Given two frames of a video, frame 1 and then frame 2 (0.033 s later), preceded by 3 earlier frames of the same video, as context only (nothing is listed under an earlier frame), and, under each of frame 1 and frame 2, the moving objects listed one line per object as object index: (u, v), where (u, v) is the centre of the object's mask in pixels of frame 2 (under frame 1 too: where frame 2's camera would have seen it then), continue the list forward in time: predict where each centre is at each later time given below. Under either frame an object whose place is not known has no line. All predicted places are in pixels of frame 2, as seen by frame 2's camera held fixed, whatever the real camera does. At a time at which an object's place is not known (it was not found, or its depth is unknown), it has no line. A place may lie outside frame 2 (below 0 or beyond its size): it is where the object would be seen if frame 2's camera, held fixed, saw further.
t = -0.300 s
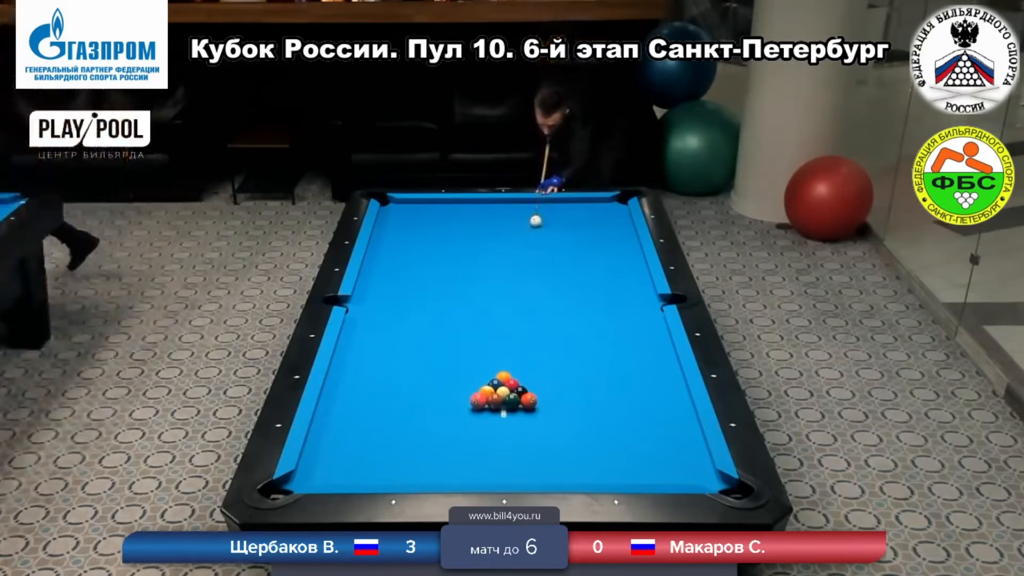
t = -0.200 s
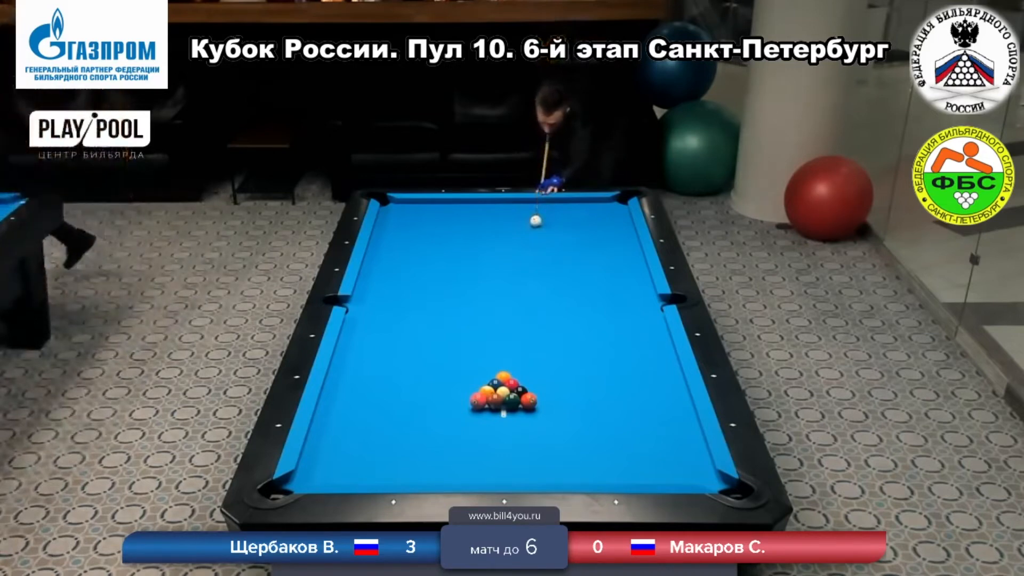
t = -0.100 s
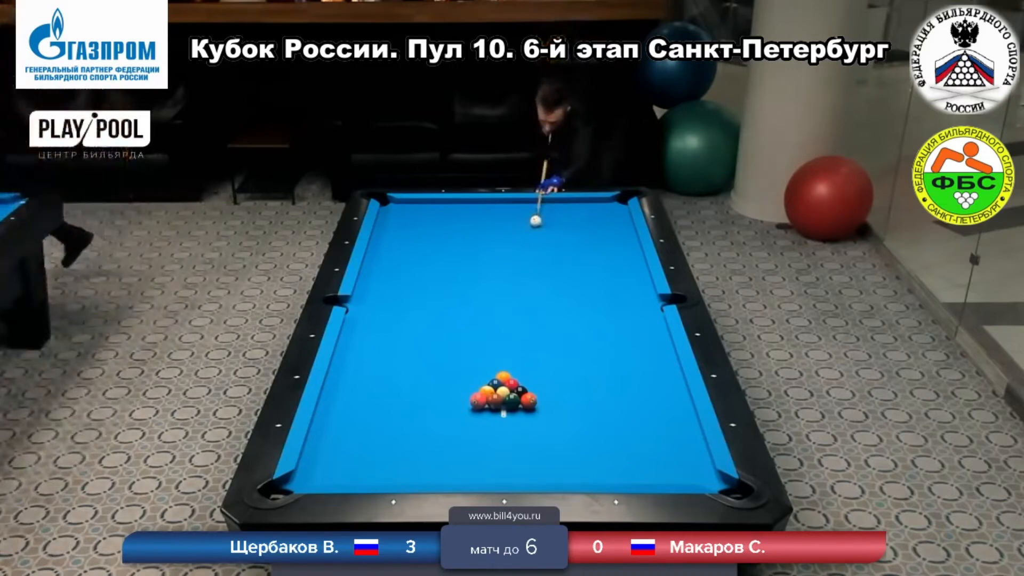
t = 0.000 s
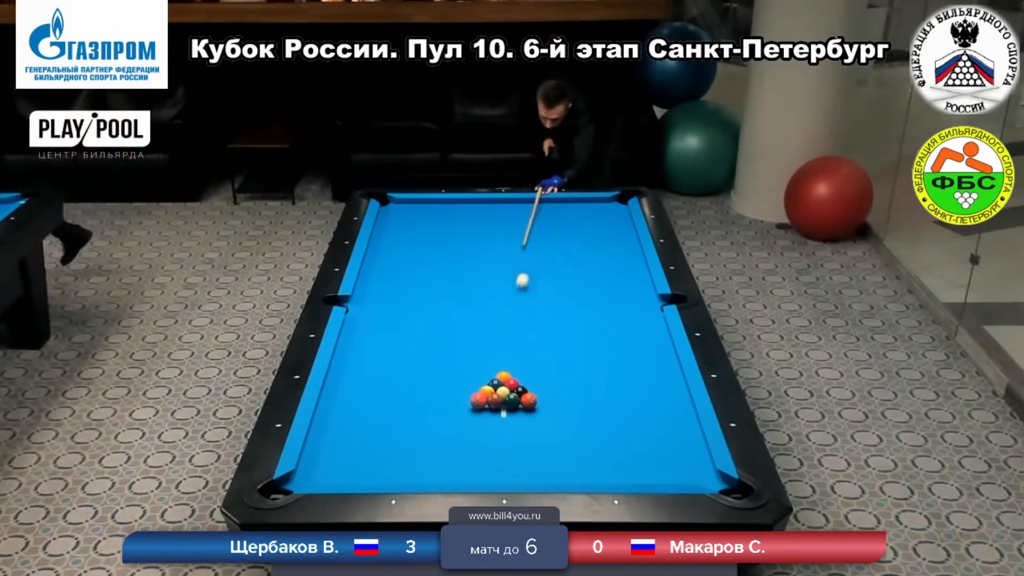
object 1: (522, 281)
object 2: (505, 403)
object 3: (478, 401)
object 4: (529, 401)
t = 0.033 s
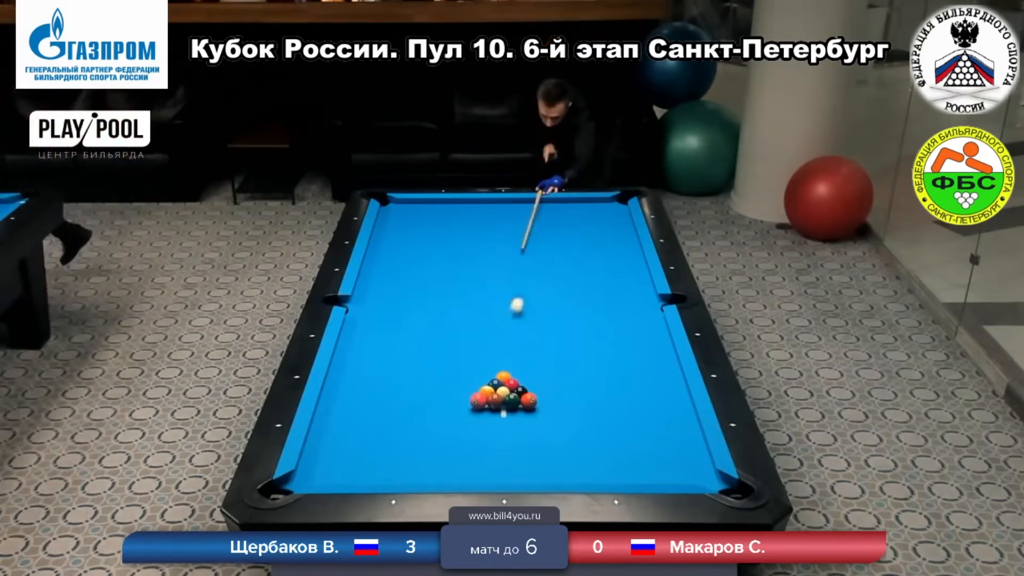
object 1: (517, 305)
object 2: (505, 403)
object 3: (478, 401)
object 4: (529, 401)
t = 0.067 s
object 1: (511, 335)
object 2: (505, 403)
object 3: (478, 401)
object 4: (529, 401)
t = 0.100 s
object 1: (504, 365)
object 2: (505, 403)
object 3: (478, 401)
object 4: (529, 401)
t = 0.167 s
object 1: (490, 358)
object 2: (514, 419)
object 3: (436, 437)
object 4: (569, 435)
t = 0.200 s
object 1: (484, 356)
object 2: (516, 428)
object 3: (412, 456)
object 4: (591, 454)
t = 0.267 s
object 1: (472, 349)
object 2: (519, 445)
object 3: (373, 474)
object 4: (630, 475)
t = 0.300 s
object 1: (466, 346)
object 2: (521, 453)
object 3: (365, 462)
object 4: (638, 464)
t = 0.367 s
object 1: (454, 340)
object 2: (523, 468)
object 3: (350, 438)
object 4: (652, 439)
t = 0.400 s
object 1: (448, 337)
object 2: (525, 474)
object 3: (343, 426)
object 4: (658, 429)
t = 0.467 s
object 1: (437, 332)
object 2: (526, 474)
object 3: (331, 407)
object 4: (670, 409)
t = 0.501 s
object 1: (432, 330)
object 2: (527, 471)
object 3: (326, 398)
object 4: (675, 400)
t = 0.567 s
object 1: (421, 328)
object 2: (528, 461)
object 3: (342, 382)
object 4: (676, 384)
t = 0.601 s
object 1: (416, 327)
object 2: (529, 457)
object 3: (350, 375)
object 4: (668, 377)
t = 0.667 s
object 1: (406, 326)
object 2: (530, 449)
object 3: (362, 362)
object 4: (656, 365)
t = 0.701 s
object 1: (401, 326)
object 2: (531, 445)
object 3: (368, 355)
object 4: (650, 358)
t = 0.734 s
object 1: (396, 325)
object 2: (531, 441)
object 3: (374, 349)
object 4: (644, 352)
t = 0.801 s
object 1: (386, 324)
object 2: (532, 433)
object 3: (386, 338)
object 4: (633, 341)
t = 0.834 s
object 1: (380, 326)
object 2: (533, 430)
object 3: (391, 332)
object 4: (627, 335)
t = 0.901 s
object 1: (371, 327)
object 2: (534, 423)
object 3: (402, 321)
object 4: (618, 324)
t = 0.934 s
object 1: (366, 327)
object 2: (534, 419)
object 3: (407, 316)
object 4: (612, 319)
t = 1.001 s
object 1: (357, 328)
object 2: (535, 412)
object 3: (416, 305)
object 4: (603, 309)
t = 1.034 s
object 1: (352, 328)
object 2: (535, 409)
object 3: (421, 300)
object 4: (598, 304)
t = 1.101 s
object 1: (350, 329)
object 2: (536, 402)
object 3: (430, 291)
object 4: (589, 295)
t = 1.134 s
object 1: (353, 330)
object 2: (536, 399)
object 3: (435, 286)
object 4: (585, 290)
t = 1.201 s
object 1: (358, 331)
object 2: (537, 393)
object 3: (443, 277)
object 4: (577, 281)
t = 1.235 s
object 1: (360, 332)
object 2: (537, 390)
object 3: (447, 273)
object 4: (573, 277)
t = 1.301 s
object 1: (364, 333)
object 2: (538, 384)
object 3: (455, 264)
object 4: (565, 269)
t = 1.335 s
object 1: (367, 334)
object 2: (539, 381)
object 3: (459, 260)
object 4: (562, 265)
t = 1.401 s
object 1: (371, 335)
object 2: (539, 376)
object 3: (467, 252)
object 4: (555, 257)
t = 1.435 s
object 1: (373, 336)
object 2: (539, 373)
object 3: (470, 248)
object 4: (551, 253)
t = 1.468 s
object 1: (375, 337)
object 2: (540, 370)
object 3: (474, 245)
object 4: (548, 250)
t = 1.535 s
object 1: (379, 338)
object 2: (540, 365)
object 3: (481, 238)
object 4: (541, 242)
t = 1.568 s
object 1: (382, 339)
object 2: (541, 362)
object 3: (484, 234)
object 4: (538, 238)
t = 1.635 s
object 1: (386, 340)
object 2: (541, 357)
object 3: (490, 226)
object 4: (531, 232)
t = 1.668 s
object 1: (388, 341)
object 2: (542, 354)
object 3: (494, 223)
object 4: (528, 229)
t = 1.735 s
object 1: (392, 342)
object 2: (542, 349)
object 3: (500, 216)
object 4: (522, 222)
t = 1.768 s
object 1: (394, 343)
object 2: (542, 347)
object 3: (503, 213)
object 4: (520, 219)
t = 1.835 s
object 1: (398, 344)
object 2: (543, 342)
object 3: (508, 206)
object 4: (515, 213)
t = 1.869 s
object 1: (400, 345)
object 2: (543, 340)
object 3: (511, 201)
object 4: (511, 210)
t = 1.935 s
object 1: (404, 346)
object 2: (543, 336)
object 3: (519, 202)
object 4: (506, 204)
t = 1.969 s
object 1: (406, 346)
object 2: (544, 333)
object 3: (524, 204)
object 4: (503, 201)
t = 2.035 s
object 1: (410, 348)
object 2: (544, 329)
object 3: (534, 209)
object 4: (494, 204)
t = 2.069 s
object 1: (412, 348)
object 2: (544, 327)
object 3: (539, 210)
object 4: (490, 206)
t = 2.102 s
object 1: (414, 349)
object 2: (545, 325)
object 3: (544, 212)
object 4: (485, 208)
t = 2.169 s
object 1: (418, 350)
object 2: (545, 321)
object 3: (554, 215)
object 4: (476, 212)
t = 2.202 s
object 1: (419, 351)
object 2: (545, 318)
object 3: (559, 217)
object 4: (472, 213)
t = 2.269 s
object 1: (423, 351)
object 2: (546, 314)
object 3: (569, 220)
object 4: (463, 216)
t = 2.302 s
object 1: (425, 352)
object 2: (546, 313)
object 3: (574, 222)
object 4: (458, 218)
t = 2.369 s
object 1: (428, 352)
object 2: (546, 309)
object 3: (585, 225)
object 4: (449, 221)
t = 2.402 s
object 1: (430, 352)
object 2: (547, 307)
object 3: (590, 226)
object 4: (444, 223)
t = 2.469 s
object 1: (434, 353)
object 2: (547, 303)
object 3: (600, 230)
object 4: (435, 226)
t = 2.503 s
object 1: (435, 353)
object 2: (547, 301)
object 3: (606, 232)
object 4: (430, 228)
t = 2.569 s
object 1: (439, 353)
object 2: (548, 298)
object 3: (617, 235)
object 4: (420, 231)
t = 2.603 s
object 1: (440, 352)
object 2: (548, 296)
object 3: (622, 237)
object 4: (415, 233)
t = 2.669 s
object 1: (444, 352)
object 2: (548, 293)
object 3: (633, 240)
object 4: (405, 236)
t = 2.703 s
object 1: (445, 352)
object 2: (548, 291)
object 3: (633, 242)
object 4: (401, 238)
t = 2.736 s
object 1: (447, 352)
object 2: (548, 289)
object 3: (629, 244)
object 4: (396, 239)
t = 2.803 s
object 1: (450, 352)
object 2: (549, 286)
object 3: (624, 247)
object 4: (386, 243)
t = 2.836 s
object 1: (451, 353)
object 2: (549, 284)
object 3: (622, 249)
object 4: (381, 244)
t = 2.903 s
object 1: (454, 352)
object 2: (550, 281)
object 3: (617, 253)
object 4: (372, 248)
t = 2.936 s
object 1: (456, 352)
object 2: (550, 280)
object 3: (615, 254)
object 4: (375, 249)
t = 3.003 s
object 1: (458, 352)
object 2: (550, 277)
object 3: (610, 258)
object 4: (380, 253)
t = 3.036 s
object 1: (460, 352)
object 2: (550, 275)
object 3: (608, 260)
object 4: (382, 254)
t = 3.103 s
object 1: (463, 352)
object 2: (551, 272)
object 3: (603, 263)
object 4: (386, 258)
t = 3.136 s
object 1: (464, 352)
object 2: (550, 271)
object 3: (601, 265)
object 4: (389, 259)
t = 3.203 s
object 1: (467, 352)
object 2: (551, 268)
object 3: (596, 269)
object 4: (393, 262)
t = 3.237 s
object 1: (468, 352)
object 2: (551, 267)
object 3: (593, 270)
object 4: (395, 264)
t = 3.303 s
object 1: (470, 352)
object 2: (551, 263)
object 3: (588, 274)
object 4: (399, 268)
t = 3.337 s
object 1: (472, 352)
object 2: (551, 262)
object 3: (586, 276)
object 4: (401, 269)
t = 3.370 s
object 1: (473, 352)
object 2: (552, 261)
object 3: (584, 277)
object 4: (404, 271)
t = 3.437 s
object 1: (475, 352)
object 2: (552, 259)
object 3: (578, 281)
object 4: (408, 274)
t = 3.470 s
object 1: (476, 352)
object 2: (552, 257)
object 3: (576, 283)
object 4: (411, 276)
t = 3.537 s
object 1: (478, 352)
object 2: (553, 255)
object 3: (571, 287)
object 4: (415, 279)
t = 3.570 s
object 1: (479, 352)
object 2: (553, 253)
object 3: (568, 289)
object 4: (417, 281)
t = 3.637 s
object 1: (481, 352)
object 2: (553, 251)
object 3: (563, 293)
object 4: (421, 284)
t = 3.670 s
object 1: (482, 352)
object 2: (553, 250)
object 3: (560, 295)
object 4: (424, 286)
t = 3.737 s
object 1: (484, 352)
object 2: (554, 248)
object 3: (556, 298)
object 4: (428, 289)
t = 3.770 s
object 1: (485, 352)
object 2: (554, 246)
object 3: (553, 300)
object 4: (431, 291)
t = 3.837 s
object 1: (487, 351)
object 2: (554, 244)
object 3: (548, 304)
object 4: (435, 294)
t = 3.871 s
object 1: (488, 351)
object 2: (554, 243)
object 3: (545, 306)
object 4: (437, 297)
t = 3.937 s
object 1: (489, 351)
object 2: (554, 241)
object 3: (540, 310)
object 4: (442, 300)
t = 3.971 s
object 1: (490, 351)
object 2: (555, 240)
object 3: (538, 312)
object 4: (444, 301)
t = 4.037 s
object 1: (491, 350)
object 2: (555, 238)
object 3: (532, 316)
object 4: (449, 305)
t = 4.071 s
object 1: (491, 350)
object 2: (555, 237)
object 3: (529, 318)
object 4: (451, 307)
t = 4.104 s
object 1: (491, 349)
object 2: (555, 236)
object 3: (527, 320)
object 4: (453, 309)
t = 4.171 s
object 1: (493, 347)
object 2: (555, 234)
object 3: (521, 324)
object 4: (458, 312)
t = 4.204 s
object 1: (494, 347)
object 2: (556, 233)
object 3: (519, 326)
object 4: (460, 314)
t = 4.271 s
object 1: (495, 347)
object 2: (556, 231)
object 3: (513, 330)
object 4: (465, 317)
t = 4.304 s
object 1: (496, 346)
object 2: (556, 230)
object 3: (511, 332)
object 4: (467, 319)
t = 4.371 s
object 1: (497, 347)
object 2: (556, 228)
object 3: (505, 336)
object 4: (472, 323)
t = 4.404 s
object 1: (498, 347)
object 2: (557, 227)
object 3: (503, 337)
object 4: (474, 325)
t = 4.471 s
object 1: (499, 347)
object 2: (557, 225)
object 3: (497, 338)
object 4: (479, 328)
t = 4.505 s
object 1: (500, 349)
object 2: (557, 224)
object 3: (493, 341)
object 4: (481, 330)
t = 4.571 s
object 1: (502, 352)
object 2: (557, 222)
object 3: (487, 343)
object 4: (486, 332)
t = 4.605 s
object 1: (502, 353)
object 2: (558, 221)
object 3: (483, 343)
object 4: (489, 334)
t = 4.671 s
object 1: (504, 355)
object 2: (558, 220)
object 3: (477, 344)
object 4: (493, 339)
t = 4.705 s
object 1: (504, 357)
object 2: (558, 219)
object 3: (474, 345)
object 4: (496, 341)
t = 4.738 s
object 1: (505, 357)
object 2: (558, 218)
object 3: (470, 345)
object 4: (498, 342)
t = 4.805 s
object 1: (506, 359)
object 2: (559, 217)
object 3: (464, 347)
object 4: (502, 346)
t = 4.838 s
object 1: (506, 360)
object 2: (559, 216)
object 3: (461, 347)
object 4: (505, 348)
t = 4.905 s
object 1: (508, 361)
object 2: (559, 214)
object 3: (455, 348)
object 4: (510, 350)
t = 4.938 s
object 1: (509, 362)
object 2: (559, 213)
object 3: (452, 349)
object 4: (513, 352)
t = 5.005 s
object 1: (510, 363)
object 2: (559, 212)
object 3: (445, 350)
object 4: (518, 356)
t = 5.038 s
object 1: (510, 364)
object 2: (560, 211)
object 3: (442, 350)
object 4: (522, 358)
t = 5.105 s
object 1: (509, 365)
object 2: (560, 210)
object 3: (436, 351)
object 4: (527, 362)
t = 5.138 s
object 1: (509, 367)
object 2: (560, 209)
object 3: (433, 352)
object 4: (530, 363)
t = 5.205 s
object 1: (508, 368)
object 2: (560, 207)
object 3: (427, 353)
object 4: (537, 365)
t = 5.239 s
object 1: (508, 369)
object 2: (560, 207)
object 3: (424, 353)
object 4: (540, 366)
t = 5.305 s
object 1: (508, 371)
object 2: (560, 206)
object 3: (418, 354)
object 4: (546, 368)
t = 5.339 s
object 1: (508, 372)
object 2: (560, 206)
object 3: (415, 354)
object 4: (550, 369)
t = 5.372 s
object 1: (508, 373)
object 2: (560, 205)
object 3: (413, 355)
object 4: (553, 370)
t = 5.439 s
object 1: (508, 375)
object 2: (561, 203)
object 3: (407, 356)
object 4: (559, 373)
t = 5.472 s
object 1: (507, 375)
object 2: (561, 203)
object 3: (404, 356)
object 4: (562, 374)
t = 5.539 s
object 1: (508, 377)
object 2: (561, 202)
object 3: (398, 357)
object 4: (569, 376)
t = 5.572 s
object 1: (507, 378)
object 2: (561, 202)
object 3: (395, 358)
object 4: (572, 377)
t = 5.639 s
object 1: (507, 379)
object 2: (562, 202)
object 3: (390, 359)
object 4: (578, 379)
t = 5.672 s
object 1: (507, 380)
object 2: (562, 202)
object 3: (387, 359)
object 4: (581, 380)
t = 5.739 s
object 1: (506, 381)
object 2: (563, 203)
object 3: (382, 360)
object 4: (587, 383)
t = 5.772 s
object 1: (506, 381)
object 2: (563, 203)
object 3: (379, 360)
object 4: (591, 384)
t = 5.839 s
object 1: (506, 383)
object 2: (563, 204)
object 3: (373, 361)
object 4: (597, 386)
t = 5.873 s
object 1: (506, 383)
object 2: (563, 205)
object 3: (371, 362)
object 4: (600, 387)
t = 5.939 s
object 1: (507, 384)
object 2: (563, 205)
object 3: (365, 363)
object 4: (606, 389)
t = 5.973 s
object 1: (507, 384)
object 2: (563, 205)
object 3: (363, 363)
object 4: (609, 390)
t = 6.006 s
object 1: (507, 385)
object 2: (564, 206)
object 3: (361, 363)
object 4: (612, 391)
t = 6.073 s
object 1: (508, 385)
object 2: (564, 206)
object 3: (356, 364)
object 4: (618, 393)
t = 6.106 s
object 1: (508, 386)
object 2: (564, 206)
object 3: (353, 364)
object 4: (621, 394)
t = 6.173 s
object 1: (508, 386)
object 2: (564, 207)
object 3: (348, 365)
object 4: (627, 396)
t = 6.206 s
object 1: (509, 387)
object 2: (564, 207)
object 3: (345, 366)
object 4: (630, 397)
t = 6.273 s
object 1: (509, 388)
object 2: (564, 207)
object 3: (340, 367)
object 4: (636, 399)
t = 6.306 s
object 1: (509, 388)
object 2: (564, 208)
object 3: (338, 367)
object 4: (639, 400)
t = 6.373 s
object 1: (510, 389)
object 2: (564, 209)
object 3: (337, 367)
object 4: (645, 402)
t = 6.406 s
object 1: (510, 389)
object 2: (564, 209)
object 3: (338, 367)
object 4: (648, 403)
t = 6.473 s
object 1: (510, 390)
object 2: (565, 209)
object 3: (340, 367)
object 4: (654, 405)
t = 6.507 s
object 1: (510, 390)
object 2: (565, 209)
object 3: (341, 368)
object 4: (657, 406)
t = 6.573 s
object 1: (510, 391)
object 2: (565, 210)
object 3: (344, 368)
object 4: (662, 408)
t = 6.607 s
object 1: (510, 391)
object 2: (565, 210)
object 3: (345, 368)
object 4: (665, 409)
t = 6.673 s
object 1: (510, 392)
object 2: (565, 211)
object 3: (347, 368)
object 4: (671, 411)
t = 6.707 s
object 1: (511, 392)
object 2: (565, 211)
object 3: (348, 368)
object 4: (674, 412)
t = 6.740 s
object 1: (511, 392)
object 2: (565, 211)
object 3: (349, 368)
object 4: (676, 413)
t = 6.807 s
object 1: (511, 393)
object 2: (565, 211)
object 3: (351, 368)
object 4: (682, 415)
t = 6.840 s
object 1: (511, 393)
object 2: (566, 211)
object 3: (352, 368)
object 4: (685, 416)
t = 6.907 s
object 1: (511, 393)
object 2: (566, 211)
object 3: (354, 368)
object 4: (690, 418)
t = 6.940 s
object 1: (511, 393)
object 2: (566, 212)
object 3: (355, 368)
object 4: (688, 418)
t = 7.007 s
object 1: (511, 393)
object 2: (566, 212)
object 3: (357, 368)
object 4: (686, 419)
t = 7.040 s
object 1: (512, 394)
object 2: (566, 212)
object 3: (357, 368)
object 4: (685, 420)
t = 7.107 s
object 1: (511, 394)
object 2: (567, 212)
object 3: (359, 368)
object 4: (683, 421)
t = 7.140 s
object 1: (511, 394)
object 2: (567, 212)
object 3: (359, 368)
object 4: (682, 421)
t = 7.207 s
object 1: (512, 394)
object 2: (567, 212)
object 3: (361, 368)
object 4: (679, 422)
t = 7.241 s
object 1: (512, 394)
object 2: (567, 212)
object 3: (361, 368)
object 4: (678, 422)
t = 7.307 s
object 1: (512, 394)
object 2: (567, 212)
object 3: (363, 368)
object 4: (676, 423)
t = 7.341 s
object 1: (512, 394)
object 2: (567, 212)
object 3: (364, 368)
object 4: (675, 424)
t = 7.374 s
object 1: (512, 394)
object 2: (567, 212)
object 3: (364, 368)
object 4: (674, 424)
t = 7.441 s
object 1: (512, 394)
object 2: (567, 212)
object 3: (365, 368)
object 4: (673, 425)
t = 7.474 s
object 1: (512, 394)
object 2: (567, 212)
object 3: (366, 368)
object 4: (671, 426)
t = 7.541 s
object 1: (512, 394)
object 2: (567, 212)
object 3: (367, 368)
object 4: (670, 426)
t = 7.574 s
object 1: (512, 394)
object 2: (567, 212)
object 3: (367, 368)
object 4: (669, 426)
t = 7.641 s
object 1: (512, 394)
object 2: (567, 212)
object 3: (368, 368)
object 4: (667, 427)
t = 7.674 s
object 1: (512, 394)
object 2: (567, 213)
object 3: (368, 368)
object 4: (666, 428)
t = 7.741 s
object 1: (512, 394)
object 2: (567, 212)
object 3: (369, 368)
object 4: (665, 428)
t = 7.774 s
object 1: (512, 394)
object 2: (567, 213)
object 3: (369, 368)
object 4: (664, 429)
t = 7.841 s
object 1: (512, 394)
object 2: (567, 213)
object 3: (369, 368)
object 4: (662, 429)
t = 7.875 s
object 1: (512, 394)
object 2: (567, 213)
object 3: (370, 368)
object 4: (661, 429)
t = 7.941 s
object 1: (512, 394)
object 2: (567, 213)
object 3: (370, 368)
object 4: (660, 430)
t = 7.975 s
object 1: (512, 394)
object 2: (567, 213)
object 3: (370, 368)
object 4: (659, 430)
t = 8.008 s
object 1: (512, 394)
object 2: (567, 213)
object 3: (370, 368)
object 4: (659, 431)
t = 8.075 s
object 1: (512, 394)
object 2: (567, 213)
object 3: (370, 368)
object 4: (658, 431)
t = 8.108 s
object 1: (512, 394)
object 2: (567, 213)
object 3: (370, 368)
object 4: (657, 432)
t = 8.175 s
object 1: (512, 394)
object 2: (567, 213)
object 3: (370, 368)
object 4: (656, 432)
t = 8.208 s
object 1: (512, 394)
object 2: (567, 212)
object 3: (370, 368)
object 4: (655, 433)
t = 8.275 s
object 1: (512, 394)
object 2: (567, 213)
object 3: (370, 368)
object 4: (654, 433)
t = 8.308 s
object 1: (512, 394)
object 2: (567, 213)
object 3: (370, 368)
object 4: (654, 433)
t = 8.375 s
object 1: (512, 394)
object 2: (567, 213)
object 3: (370, 369)
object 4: (653, 434)
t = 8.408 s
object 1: (512, 394)
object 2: (567, 213)
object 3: (370, 368)
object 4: (653, 434)
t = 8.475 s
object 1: (512, 394)
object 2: (567, 213)
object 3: (370, 368)
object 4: (652, 435)
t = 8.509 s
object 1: (512, 394)
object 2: (567, 213)
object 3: (370, 368)
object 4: (652, 435)
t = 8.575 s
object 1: (512, 394)
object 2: (567, 213)
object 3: (370, 368)
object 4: (651, 435)
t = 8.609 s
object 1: (512, 394)
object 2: (567, 213)
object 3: (370, 368)
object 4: (651, 435)
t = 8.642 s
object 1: (512, 394)
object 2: (567, 213)
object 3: (370, 368)
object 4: (650, 435)
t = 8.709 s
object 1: (512, 394)
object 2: (567, 213)
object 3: (370, 368)
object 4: (650, 436)
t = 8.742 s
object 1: (512, 394)
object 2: (567, 213)
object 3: (370, 368)
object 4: (649, 436)
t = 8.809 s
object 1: (512, 394)
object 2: (567, 212)
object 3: (370, 368)
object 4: (649, 436)
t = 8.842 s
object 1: (512, 394)
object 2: (567, 213)
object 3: (370, 368)
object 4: (648, 436)
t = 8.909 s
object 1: (512, 394)
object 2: (567, 213)
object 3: (370, 368)
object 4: (648, 436)
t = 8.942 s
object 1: (512, 394)
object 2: (567, 212)
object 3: (370, 368)
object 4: (648, 436)
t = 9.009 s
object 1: (512, 394)
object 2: (567, 213)
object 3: (370, 368)
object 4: (647, 436)
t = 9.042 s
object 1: (512, 394)
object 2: (567, 213)
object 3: (370, 369)
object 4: (647, 436)
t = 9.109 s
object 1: (512, 394)
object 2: (567, 213)
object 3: (370, 369)
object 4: (647, 436)
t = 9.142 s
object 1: (512, 394)
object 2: (567, 213)
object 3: (370, 369)
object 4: (647, 436)
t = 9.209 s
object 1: (512, 394)
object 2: (567, 213)
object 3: (370, 369)
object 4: (646, 436)
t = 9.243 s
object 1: (512, 394)
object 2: (567, 213)
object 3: (370, 369)
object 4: (646, 436)
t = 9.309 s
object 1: (512, 394)
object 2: (567, 213)
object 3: (370, 369)
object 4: (646, 436)
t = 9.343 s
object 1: (512, 394)
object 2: (567, 213)
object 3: (370, 369)
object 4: (646, 436)
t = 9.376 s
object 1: (512, 394)
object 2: (567, 213)
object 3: (370, 369)
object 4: (646, 436)
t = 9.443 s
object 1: (512, 394)
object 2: (567, 213)
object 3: (370, 369)
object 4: (646, 436)
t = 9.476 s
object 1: (512, 394)
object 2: (567, 213)
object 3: (370, 369)
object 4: (646, 436)
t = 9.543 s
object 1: (512, 394)
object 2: (567, 213)
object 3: (370, 369)
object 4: (646, 436)
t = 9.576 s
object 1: (512, 394)
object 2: (567, 213)
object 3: (370, 369)
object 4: (646, 436)
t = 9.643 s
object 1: (512, 394)
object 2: (567, 213)
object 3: (370, 369)
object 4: (646, 436)
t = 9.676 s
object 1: (512, 394)
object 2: (567, 213)
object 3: (370, 369)
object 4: (646, 436)
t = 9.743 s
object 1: (512, 394)
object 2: (567, 213)
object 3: (370, 369)
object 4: (646, 436)
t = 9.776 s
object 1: (512, 394)
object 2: (567, 213)
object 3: (370, 369)
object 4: (646, 436)
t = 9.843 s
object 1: (512, 394)
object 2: (567, 213)
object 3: (370, 369)
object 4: (646, 436)
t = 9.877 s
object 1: (512, 394)
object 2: (567, 213)
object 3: (370, 369)
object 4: (646, 436)
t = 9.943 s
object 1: (512, 394)
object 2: (567, 213)
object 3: (370, 369)
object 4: (646, 436)
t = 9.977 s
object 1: (512, 394)
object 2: (567, 214)
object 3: (370, 369)
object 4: (646, 436)
